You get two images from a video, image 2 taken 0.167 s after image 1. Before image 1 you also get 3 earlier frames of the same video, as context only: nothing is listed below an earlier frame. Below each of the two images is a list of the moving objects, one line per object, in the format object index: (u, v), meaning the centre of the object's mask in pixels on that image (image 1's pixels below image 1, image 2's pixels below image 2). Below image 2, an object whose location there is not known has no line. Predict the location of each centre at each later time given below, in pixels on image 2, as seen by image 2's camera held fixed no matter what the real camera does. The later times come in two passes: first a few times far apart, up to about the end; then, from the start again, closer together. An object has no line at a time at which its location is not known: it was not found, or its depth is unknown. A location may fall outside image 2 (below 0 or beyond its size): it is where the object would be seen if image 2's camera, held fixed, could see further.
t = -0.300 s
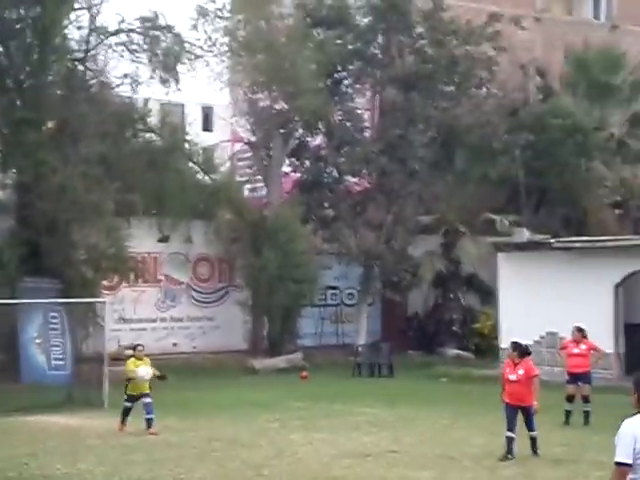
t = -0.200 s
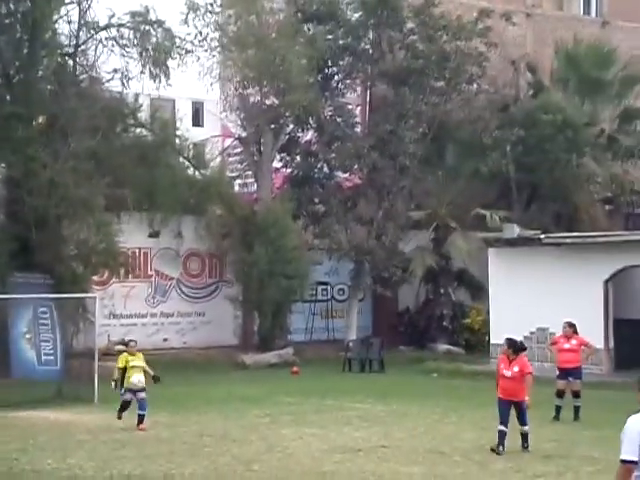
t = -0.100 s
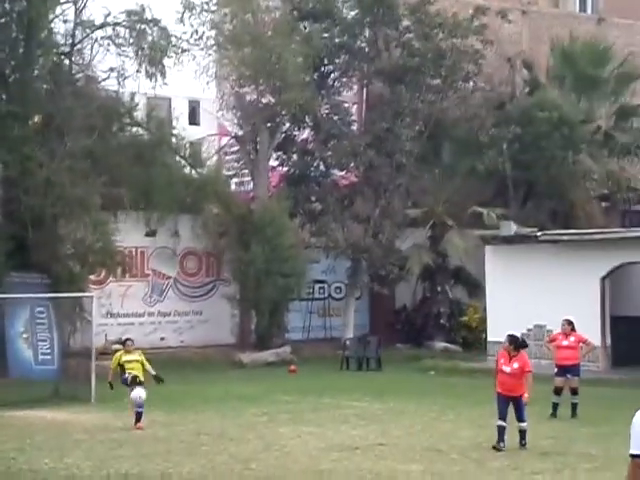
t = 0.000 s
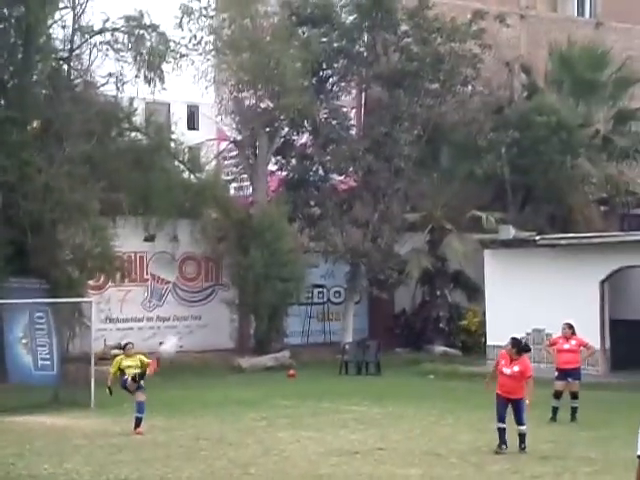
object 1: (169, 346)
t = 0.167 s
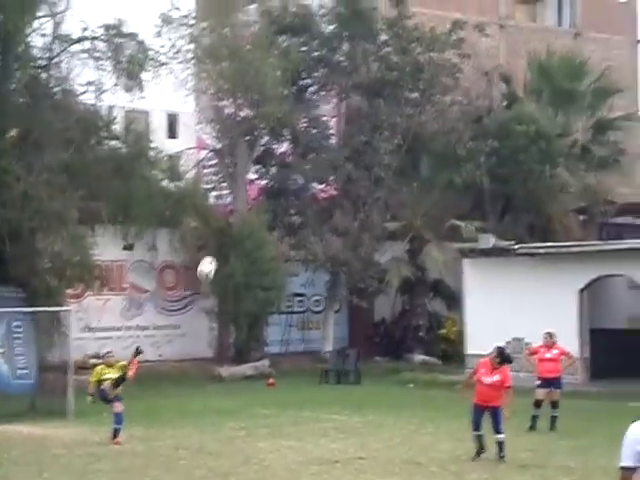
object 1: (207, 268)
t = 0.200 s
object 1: (219, 253)
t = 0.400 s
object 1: (297, 173)
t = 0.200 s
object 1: (219, 253)
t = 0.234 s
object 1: (231, 238)
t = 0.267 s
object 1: (244, 223)
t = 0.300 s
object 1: (257, 209)
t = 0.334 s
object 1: (270, 197)
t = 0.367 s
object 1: (284, 185)
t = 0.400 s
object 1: (297, 173)
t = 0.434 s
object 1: (311, 163)
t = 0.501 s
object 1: (340, 143)
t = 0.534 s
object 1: (356, 136)
